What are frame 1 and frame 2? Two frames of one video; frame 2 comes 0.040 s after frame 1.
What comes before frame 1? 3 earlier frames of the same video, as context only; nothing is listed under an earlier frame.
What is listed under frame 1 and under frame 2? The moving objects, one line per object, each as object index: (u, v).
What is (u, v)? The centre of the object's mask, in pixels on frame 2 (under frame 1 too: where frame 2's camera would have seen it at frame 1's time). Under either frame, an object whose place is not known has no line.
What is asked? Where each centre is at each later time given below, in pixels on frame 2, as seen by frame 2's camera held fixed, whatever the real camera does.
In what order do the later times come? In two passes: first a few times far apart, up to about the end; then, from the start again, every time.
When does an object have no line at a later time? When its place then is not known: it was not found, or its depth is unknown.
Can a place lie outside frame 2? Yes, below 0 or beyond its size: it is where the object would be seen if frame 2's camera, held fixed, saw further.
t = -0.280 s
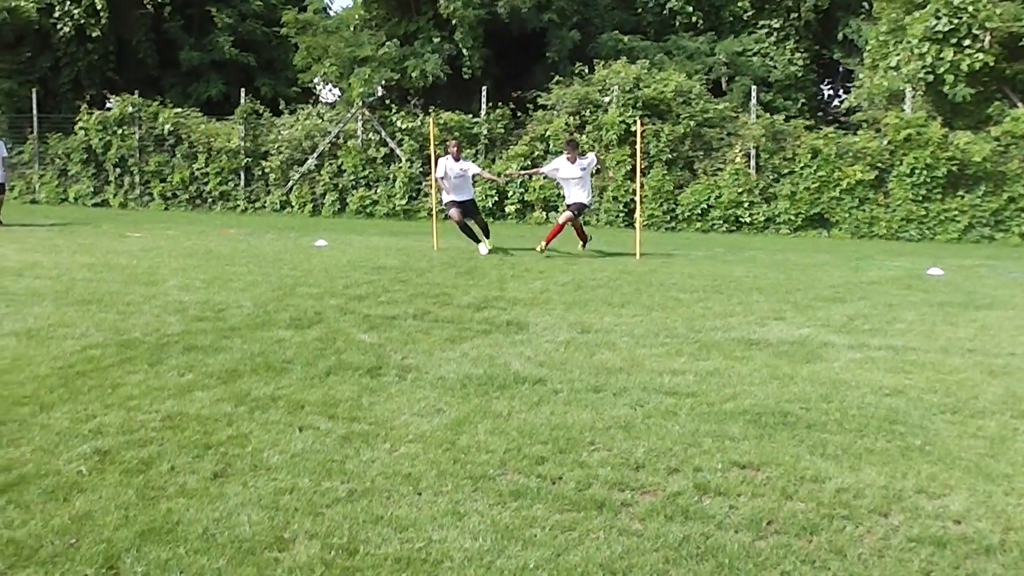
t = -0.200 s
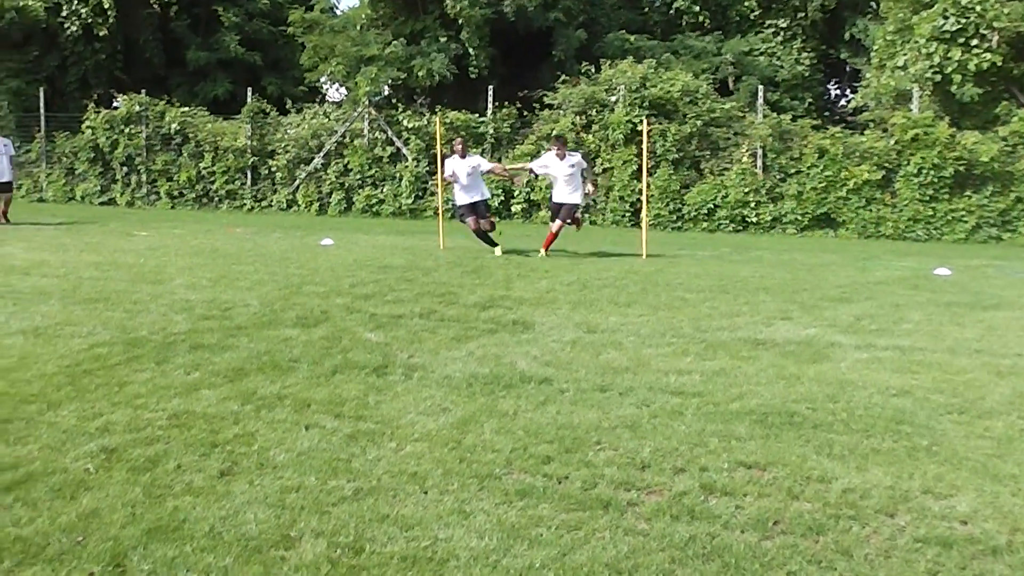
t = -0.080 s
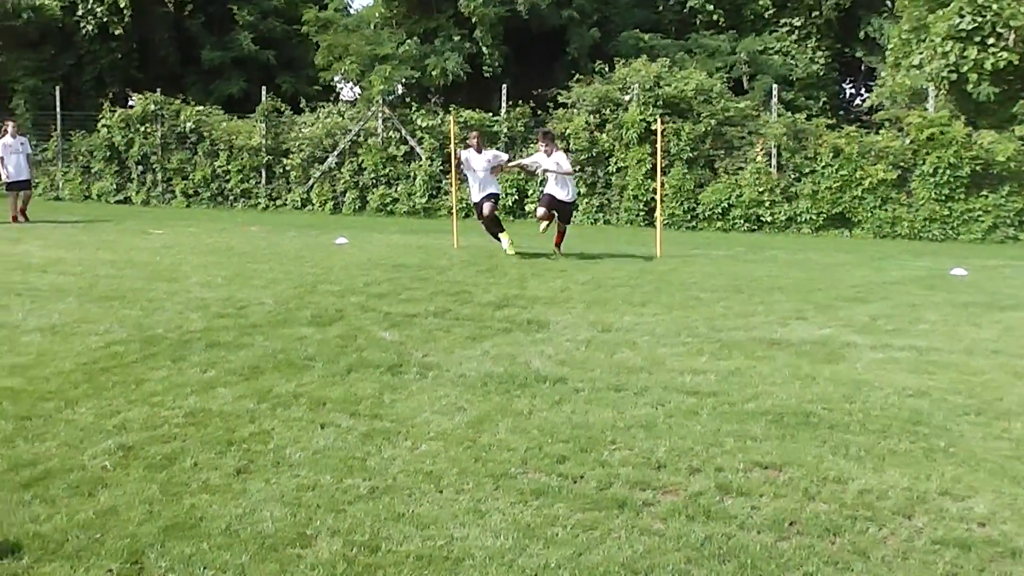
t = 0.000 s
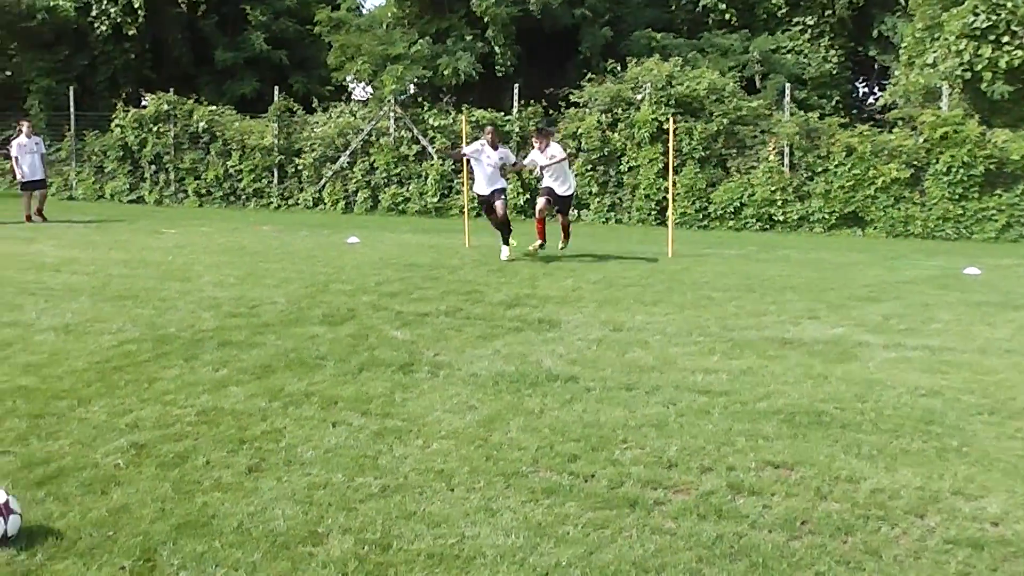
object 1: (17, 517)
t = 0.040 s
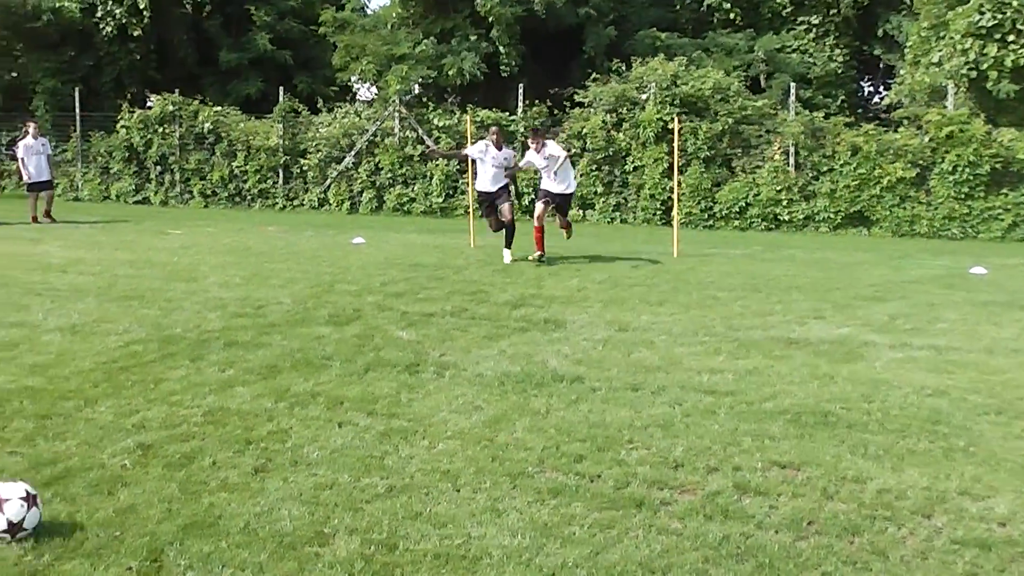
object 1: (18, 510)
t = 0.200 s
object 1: (54, 490)
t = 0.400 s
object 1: (100, 471)
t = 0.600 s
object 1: (138, 456)
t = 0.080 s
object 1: (21, 504)
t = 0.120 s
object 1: (31, 500)
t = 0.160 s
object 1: (43, 495)
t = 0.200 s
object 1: (54, 490)
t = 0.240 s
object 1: (64, 485)
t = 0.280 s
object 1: (74, 481)
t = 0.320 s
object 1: (83, 479)
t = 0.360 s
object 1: (92, 475)
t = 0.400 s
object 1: (100, 471)
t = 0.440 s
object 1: (108, 467)
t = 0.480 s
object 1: (116, 464)
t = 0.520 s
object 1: (125, 460)
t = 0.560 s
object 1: (131, 458)
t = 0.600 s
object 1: (138, 456)
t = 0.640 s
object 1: (146, 454)
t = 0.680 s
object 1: (152, 451)
